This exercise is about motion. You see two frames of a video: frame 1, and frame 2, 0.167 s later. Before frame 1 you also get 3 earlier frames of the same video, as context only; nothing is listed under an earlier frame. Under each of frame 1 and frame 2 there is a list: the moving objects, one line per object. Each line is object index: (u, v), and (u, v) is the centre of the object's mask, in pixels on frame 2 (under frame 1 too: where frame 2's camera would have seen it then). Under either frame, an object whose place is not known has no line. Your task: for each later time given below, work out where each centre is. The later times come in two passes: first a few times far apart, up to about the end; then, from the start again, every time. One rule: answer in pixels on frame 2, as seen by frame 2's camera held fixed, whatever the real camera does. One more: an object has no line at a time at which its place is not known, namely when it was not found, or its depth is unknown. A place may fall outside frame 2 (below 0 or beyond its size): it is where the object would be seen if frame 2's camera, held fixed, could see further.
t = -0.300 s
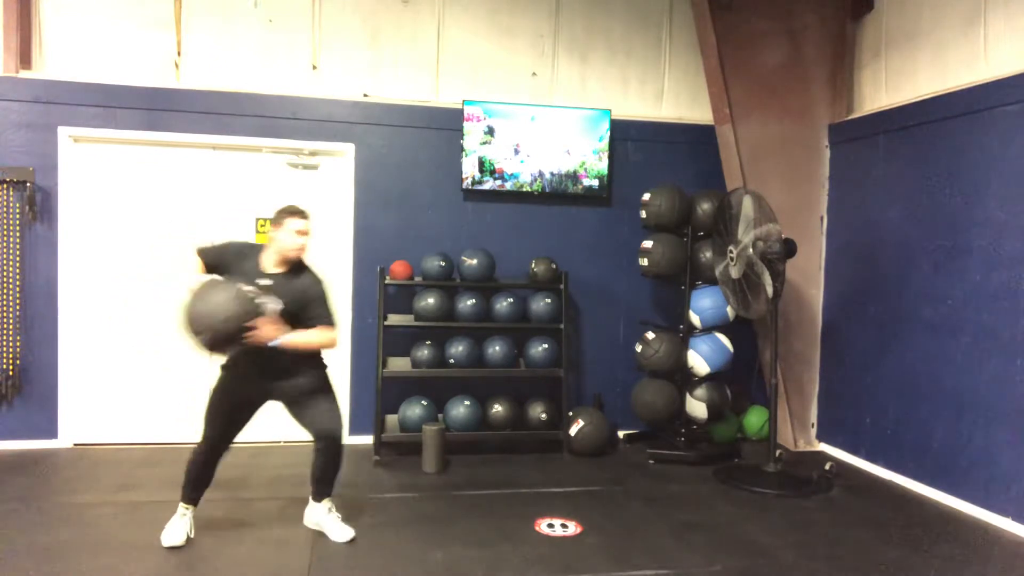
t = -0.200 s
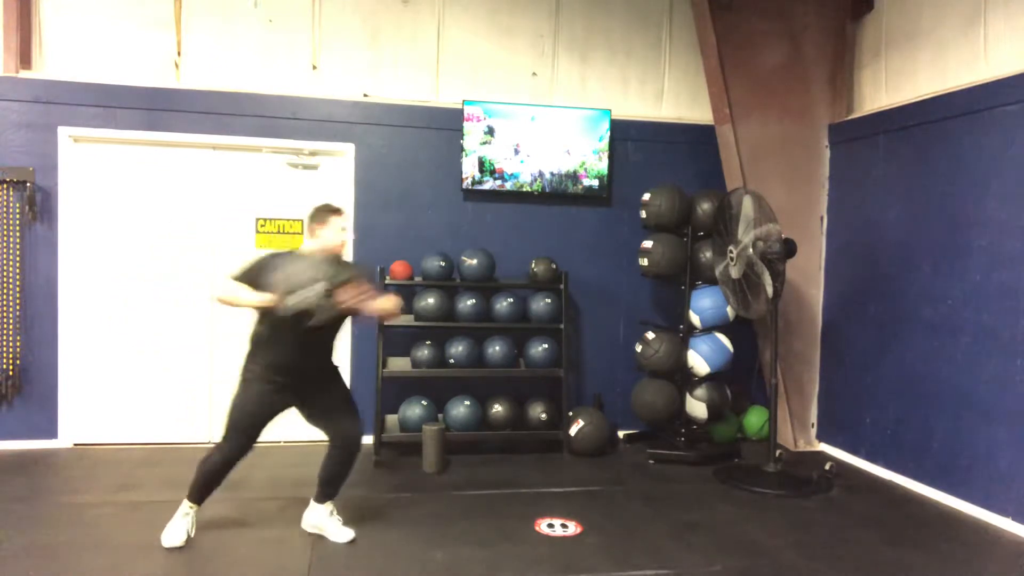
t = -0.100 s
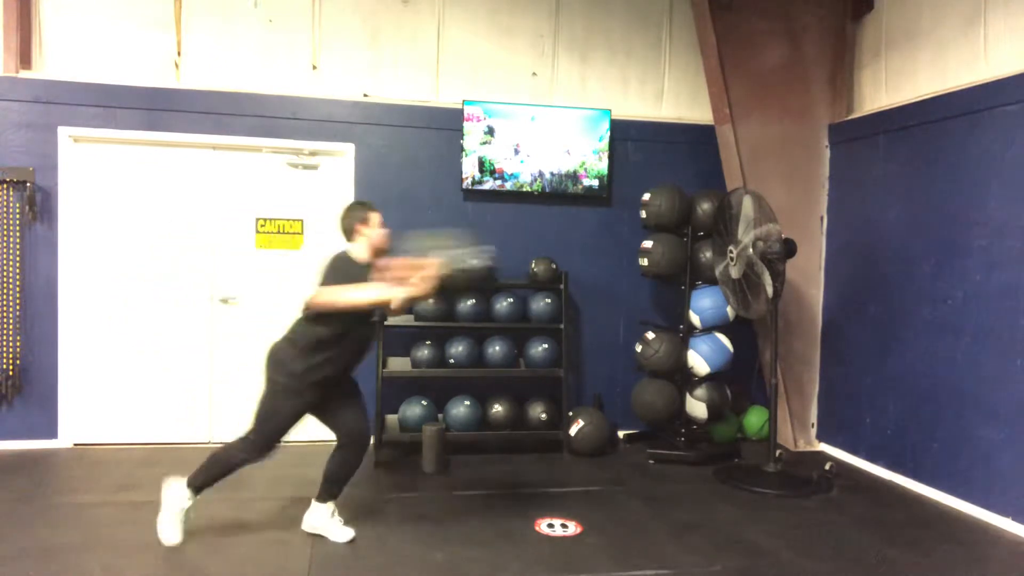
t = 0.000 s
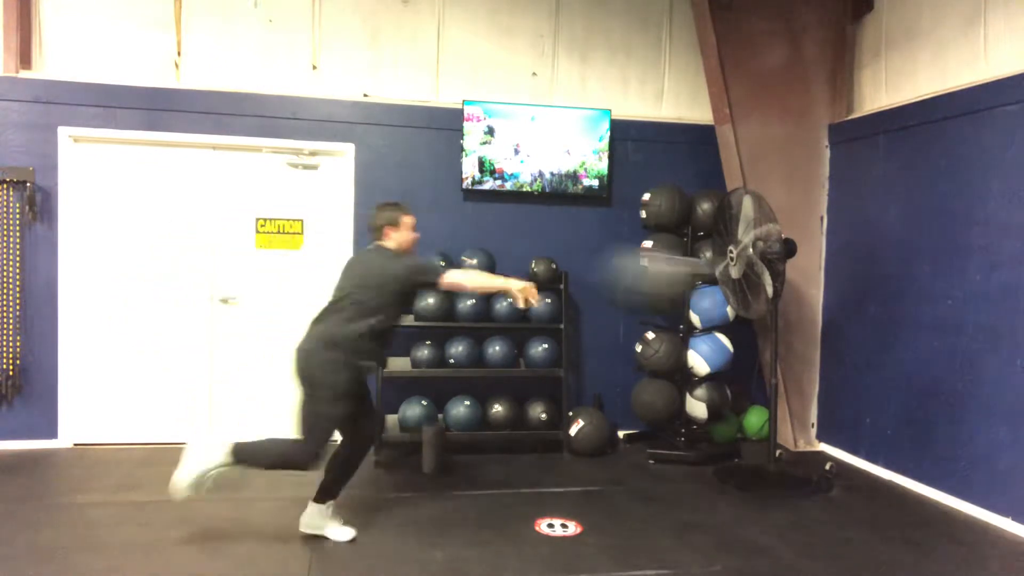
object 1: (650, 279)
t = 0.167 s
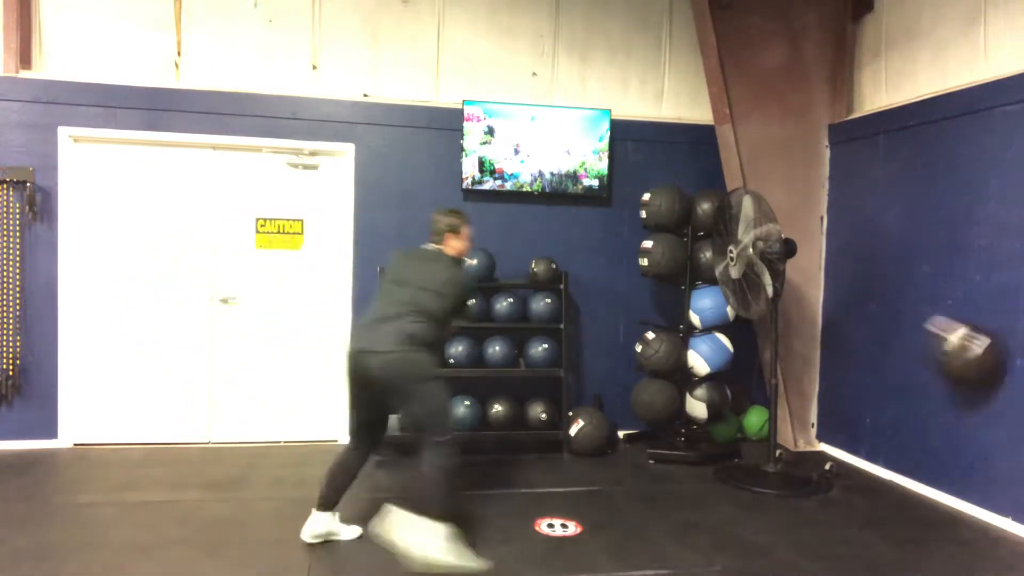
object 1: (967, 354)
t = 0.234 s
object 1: (926, 373)
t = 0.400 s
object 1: (783, 456)
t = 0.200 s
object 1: (957, 362)
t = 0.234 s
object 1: (926, 373)
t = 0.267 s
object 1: (897, 385)
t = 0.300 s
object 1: (872, 399)
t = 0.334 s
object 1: (847, 414)
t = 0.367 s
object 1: (817, 437)
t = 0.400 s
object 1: (783, 456)
